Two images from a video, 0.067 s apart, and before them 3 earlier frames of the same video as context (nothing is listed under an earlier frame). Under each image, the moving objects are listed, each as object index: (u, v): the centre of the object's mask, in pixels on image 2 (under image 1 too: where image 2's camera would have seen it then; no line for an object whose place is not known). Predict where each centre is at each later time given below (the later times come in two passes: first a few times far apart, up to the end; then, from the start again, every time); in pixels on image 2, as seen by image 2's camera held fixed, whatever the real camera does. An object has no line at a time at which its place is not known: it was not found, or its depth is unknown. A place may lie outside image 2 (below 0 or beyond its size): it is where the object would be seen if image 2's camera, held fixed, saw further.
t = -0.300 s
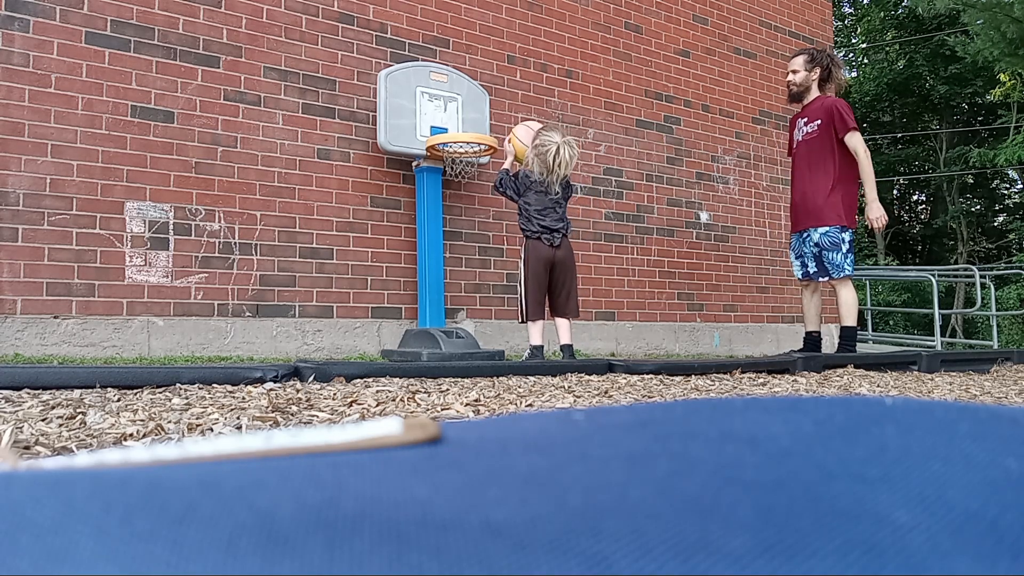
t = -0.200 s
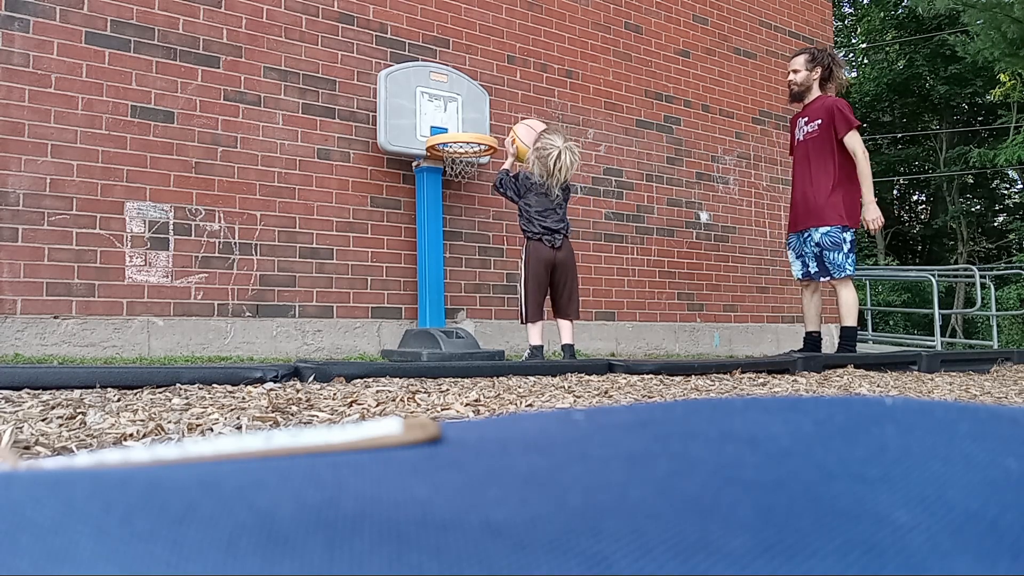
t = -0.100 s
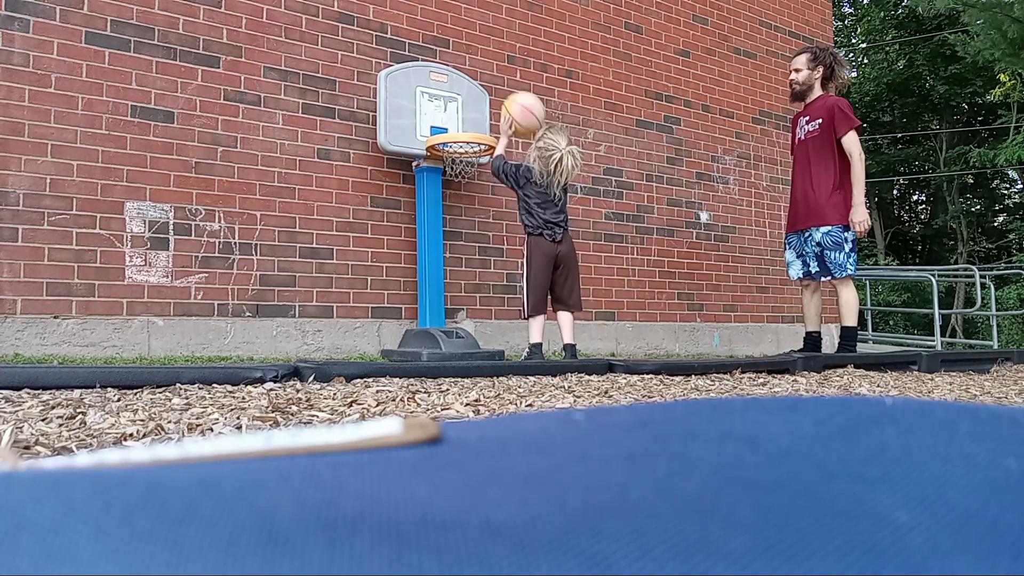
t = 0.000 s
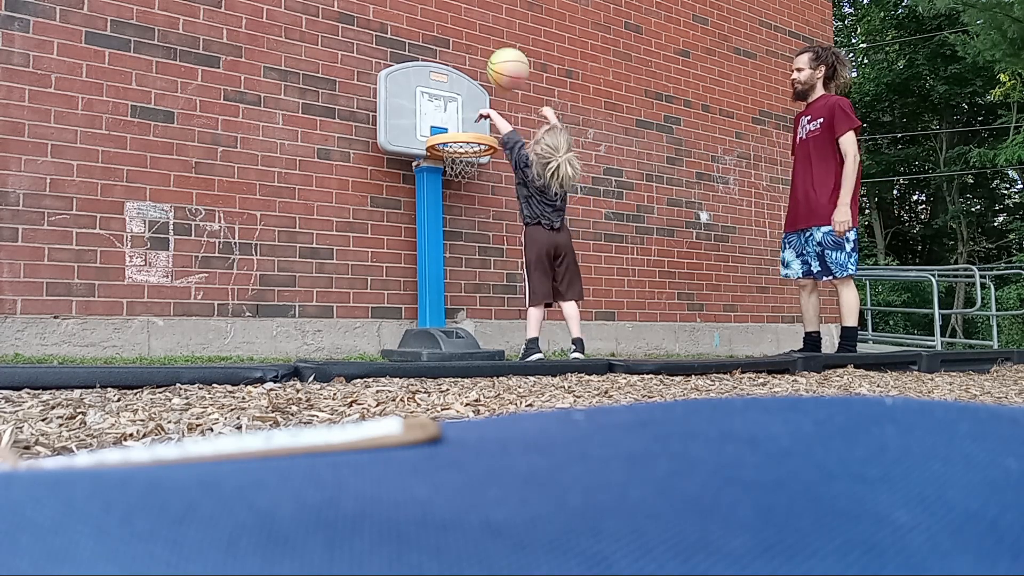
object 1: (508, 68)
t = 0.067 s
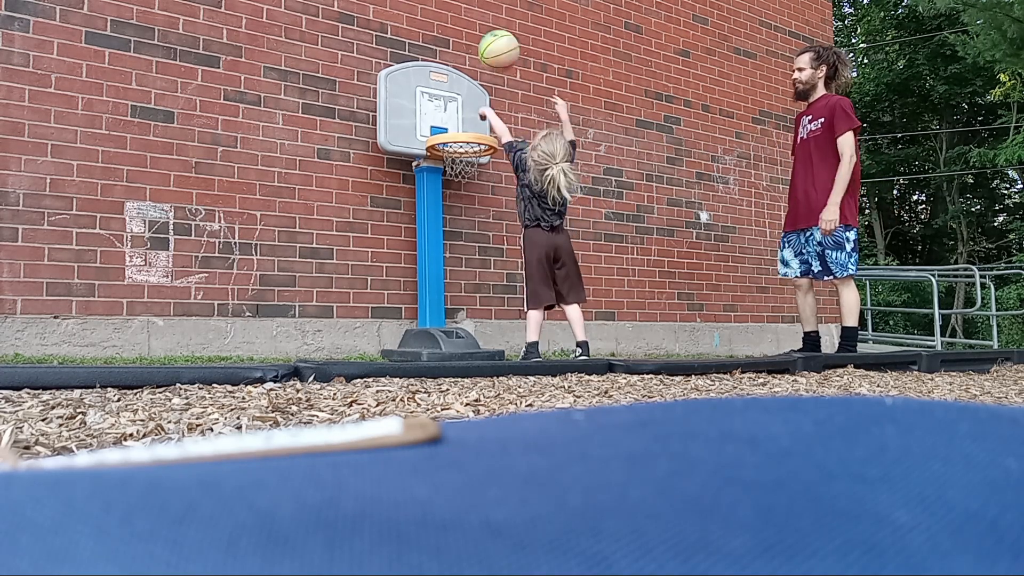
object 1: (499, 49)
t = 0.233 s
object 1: (477, 45)
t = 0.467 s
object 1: (454, 114)
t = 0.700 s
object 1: (456, 169)
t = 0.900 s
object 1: (440, 251)
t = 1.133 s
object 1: (388, 330)
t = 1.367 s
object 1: (286, 337)
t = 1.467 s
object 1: (233, 339)
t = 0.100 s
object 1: (494, 45)
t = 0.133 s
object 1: (490, 42)
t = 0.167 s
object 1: (485, 40)
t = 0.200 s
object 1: (481, 41)
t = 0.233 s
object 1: (477, 45)
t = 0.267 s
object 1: (473, 49)
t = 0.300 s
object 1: (469, 56)
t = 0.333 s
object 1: (465, 65)
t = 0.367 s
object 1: (462, 75)
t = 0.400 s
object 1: (459, 88)
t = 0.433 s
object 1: (455, 102)
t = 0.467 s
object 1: (454, 114)
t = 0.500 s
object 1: (459, 119)
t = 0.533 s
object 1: (464, 124)
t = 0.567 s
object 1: (466, 152)
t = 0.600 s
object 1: (467, 157)
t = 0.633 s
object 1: (463, 159)
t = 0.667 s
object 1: (459, 162)
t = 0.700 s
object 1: (456, 169)
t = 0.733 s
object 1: (453, 177)
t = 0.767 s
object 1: (450, 187)
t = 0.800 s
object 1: (448, 200)
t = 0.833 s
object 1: (445, 215)
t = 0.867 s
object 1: (442, 232)
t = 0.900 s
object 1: (440, 251)
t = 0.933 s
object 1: (437, 272)
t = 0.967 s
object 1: (434, 295)
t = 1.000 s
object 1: (432, 320)
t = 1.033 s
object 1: (425, 331)
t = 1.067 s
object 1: (413, 330)
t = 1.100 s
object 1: (400, 329)
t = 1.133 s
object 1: (388, 330)
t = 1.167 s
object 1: (375, 333)
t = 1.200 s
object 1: (363, 338)
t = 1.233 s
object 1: (349, 343)
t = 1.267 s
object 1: (335, 340)
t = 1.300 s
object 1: (318, 337)
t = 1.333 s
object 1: (302, 336)
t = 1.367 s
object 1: (286, 337)
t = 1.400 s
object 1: (270, 340)
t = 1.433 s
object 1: (252, 342)
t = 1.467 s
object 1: (233, 339)
